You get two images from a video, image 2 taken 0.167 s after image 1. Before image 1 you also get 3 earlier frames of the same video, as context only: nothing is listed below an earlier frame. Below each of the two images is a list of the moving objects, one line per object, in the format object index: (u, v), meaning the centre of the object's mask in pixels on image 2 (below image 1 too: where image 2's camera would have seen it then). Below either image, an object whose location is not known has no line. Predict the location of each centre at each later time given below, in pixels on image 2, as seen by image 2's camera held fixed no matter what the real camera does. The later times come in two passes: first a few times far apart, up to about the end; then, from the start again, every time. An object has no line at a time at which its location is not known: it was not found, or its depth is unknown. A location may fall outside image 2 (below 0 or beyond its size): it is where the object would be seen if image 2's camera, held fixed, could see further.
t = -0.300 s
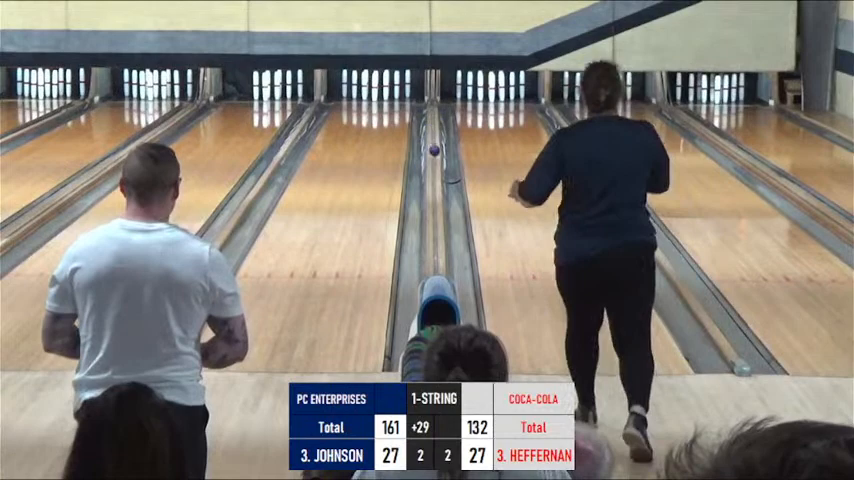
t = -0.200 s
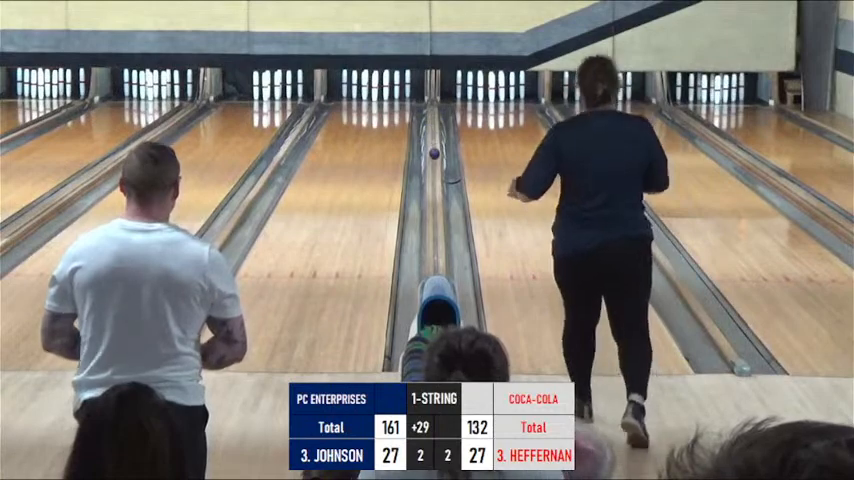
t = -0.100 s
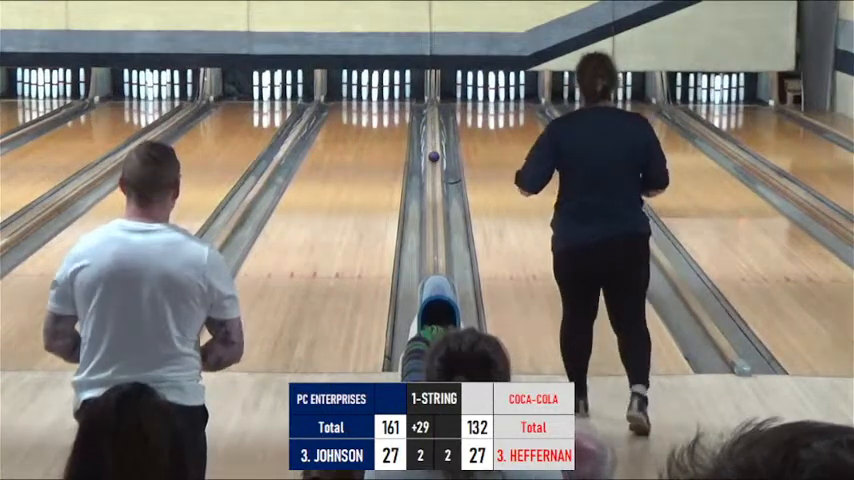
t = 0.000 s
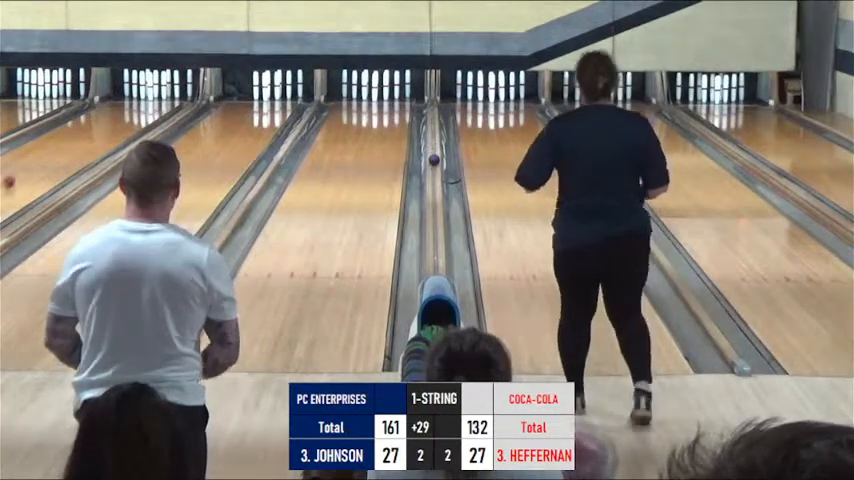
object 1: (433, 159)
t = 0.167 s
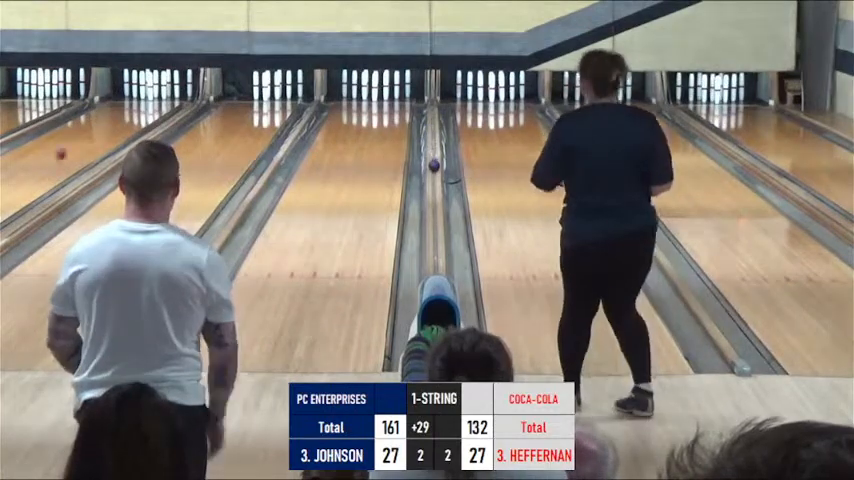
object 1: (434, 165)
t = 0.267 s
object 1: (434, 169)
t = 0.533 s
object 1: (434, 179)
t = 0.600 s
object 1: (433, 183)
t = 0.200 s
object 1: (433, 166)
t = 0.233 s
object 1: (433, 167)
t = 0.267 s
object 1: (434, 169)
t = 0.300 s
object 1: (433, 170)
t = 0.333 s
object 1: (434, 171)
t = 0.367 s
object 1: (433, 172)
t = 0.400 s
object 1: (433, 174)
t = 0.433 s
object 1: (433, 175)
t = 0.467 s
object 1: (433, 177)
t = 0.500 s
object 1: (433, 178)
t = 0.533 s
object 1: (434, 179)
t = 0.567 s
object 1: (434, 181)
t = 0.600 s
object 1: (433, 183)
